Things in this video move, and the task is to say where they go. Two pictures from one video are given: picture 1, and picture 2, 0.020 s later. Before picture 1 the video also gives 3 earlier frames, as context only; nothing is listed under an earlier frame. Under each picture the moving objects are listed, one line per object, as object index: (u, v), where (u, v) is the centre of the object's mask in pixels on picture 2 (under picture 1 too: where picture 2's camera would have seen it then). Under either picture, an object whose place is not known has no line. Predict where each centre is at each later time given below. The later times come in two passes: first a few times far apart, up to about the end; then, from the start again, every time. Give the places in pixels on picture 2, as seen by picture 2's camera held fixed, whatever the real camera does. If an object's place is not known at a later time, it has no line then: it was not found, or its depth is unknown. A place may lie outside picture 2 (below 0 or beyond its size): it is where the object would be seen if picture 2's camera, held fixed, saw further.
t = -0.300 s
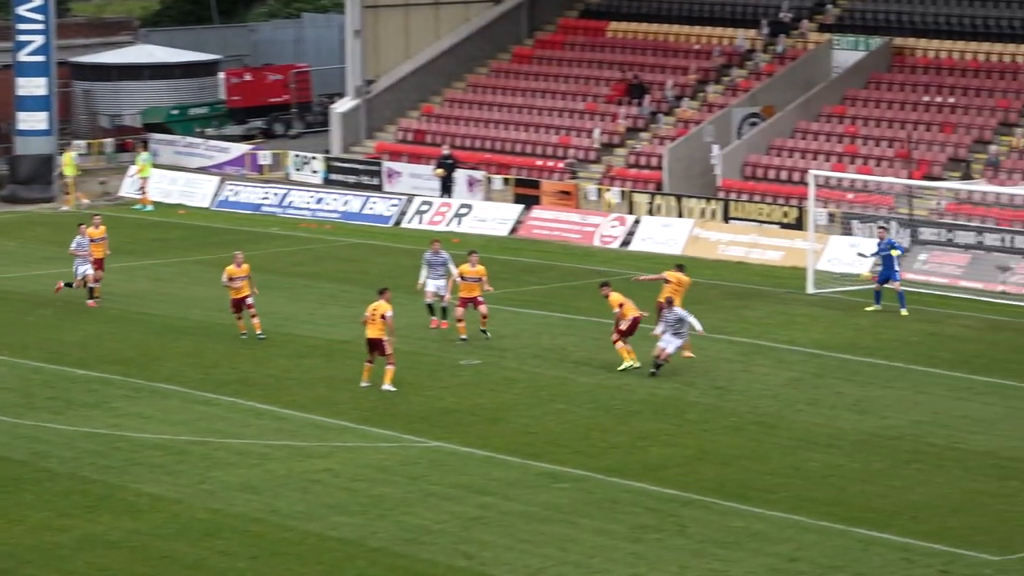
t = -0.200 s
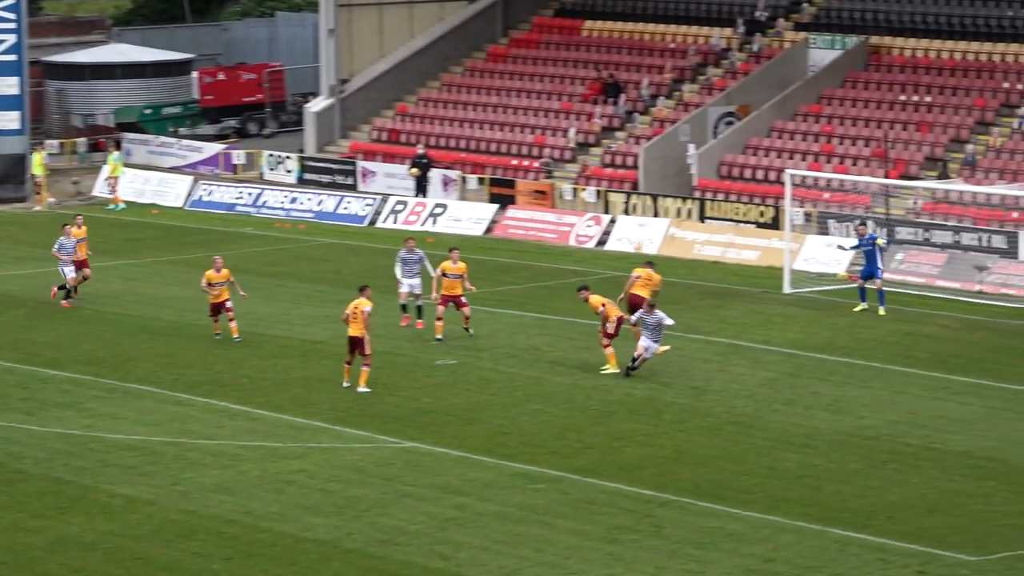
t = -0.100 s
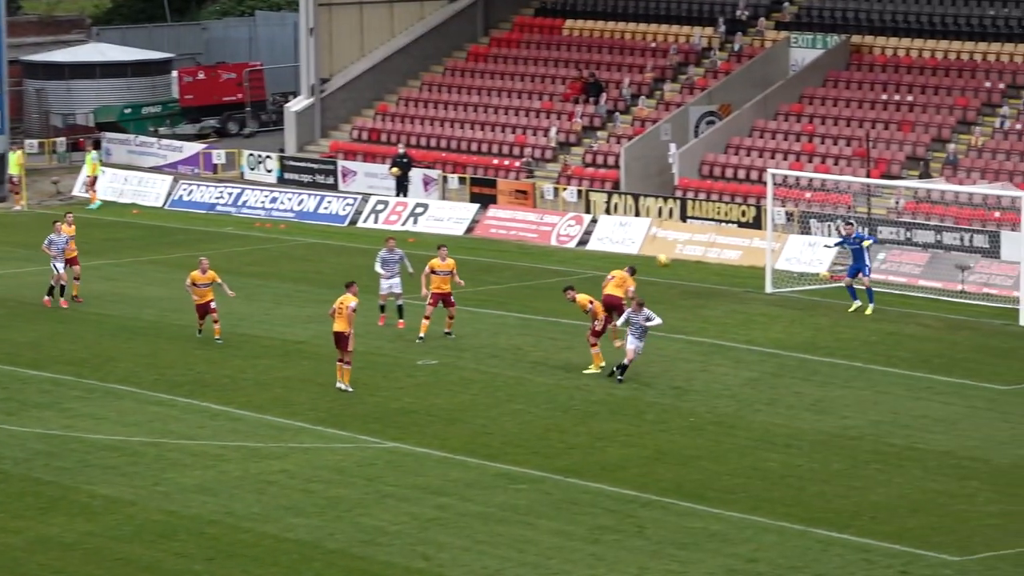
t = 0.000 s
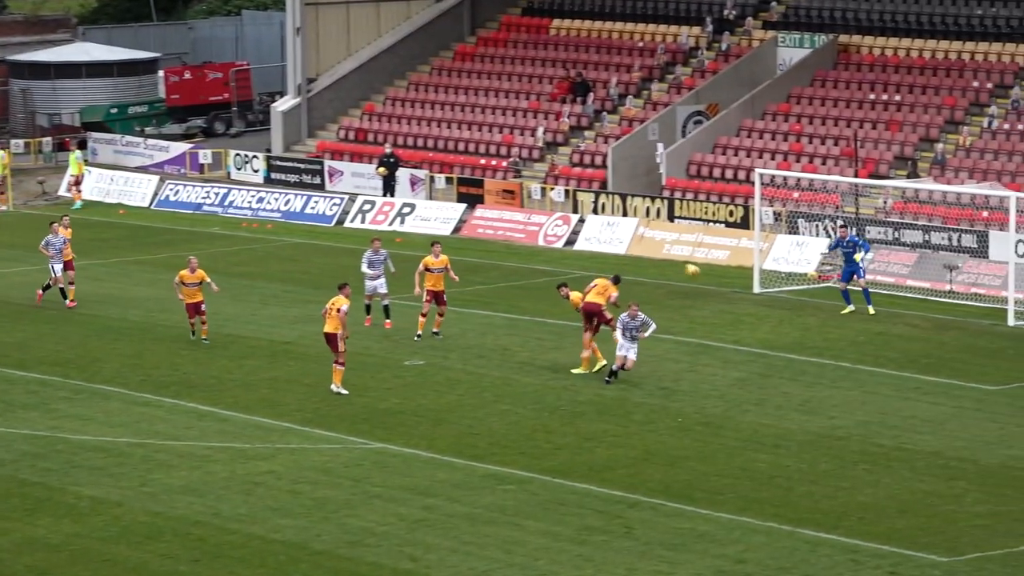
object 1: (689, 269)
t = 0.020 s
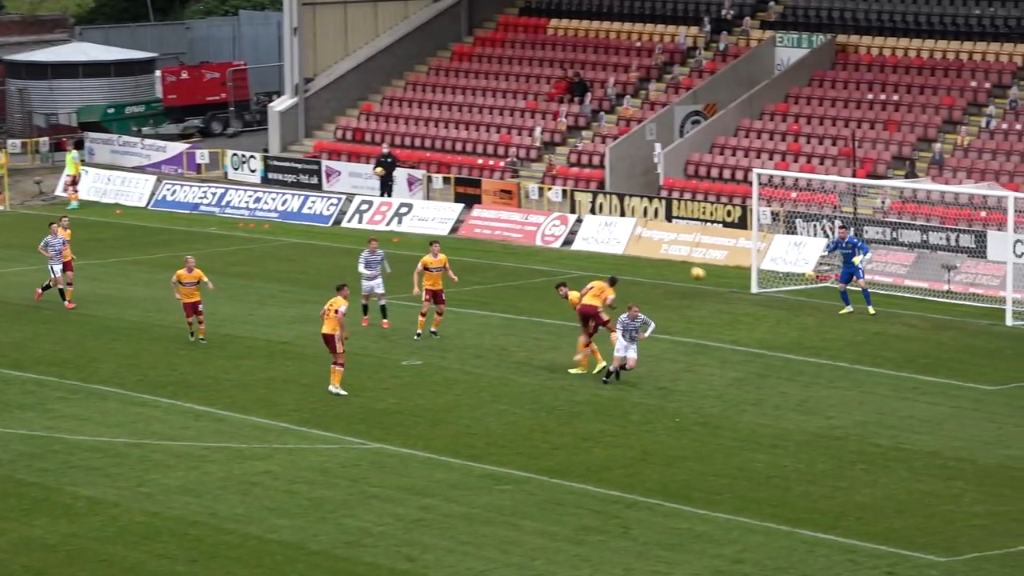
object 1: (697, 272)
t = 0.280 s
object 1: (805, 334)
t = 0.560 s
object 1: (916, 423)
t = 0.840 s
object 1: (998, 407)
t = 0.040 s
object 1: (705, 275)
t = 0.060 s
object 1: (714, 278)
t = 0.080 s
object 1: (722, 282)
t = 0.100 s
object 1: (730, 286)
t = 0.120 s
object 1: (739, 290)
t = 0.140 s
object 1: (747, 295)
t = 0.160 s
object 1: (756, 300)
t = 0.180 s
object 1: (764, 305)
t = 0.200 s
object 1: (772, 310)
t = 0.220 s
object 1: (780, 315)
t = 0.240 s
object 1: (789, 321)
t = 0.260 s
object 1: (797, 327)
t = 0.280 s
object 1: (805, 334)
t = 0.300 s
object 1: (813, 341)
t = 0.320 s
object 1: (822, 348)
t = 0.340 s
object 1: (831, 355)
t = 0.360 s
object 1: (839, 363)
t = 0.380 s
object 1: (847, 371)
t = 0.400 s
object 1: (856, 379)
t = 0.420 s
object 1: (864, 388)
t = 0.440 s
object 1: (872, 397)
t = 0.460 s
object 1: (881, 407)
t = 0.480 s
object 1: (889, 416)
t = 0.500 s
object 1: (898, 426)
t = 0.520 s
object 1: (904, 430)
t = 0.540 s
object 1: (910, 426)
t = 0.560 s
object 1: (916, 423)
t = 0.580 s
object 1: (921, 420)
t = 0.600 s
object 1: (927, 418)
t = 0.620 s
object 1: (933, 415)
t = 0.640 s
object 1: (939, 413)
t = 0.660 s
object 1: (945, 411)
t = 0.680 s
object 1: (950, 410)
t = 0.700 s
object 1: (956, 409)
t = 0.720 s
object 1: (962, 408)
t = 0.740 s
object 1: (968, 407)
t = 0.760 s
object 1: (974, 406)
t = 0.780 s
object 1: (980, 406)
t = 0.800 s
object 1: (986, 406)
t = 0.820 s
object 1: (991, 407)
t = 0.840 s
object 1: (998, 407)
